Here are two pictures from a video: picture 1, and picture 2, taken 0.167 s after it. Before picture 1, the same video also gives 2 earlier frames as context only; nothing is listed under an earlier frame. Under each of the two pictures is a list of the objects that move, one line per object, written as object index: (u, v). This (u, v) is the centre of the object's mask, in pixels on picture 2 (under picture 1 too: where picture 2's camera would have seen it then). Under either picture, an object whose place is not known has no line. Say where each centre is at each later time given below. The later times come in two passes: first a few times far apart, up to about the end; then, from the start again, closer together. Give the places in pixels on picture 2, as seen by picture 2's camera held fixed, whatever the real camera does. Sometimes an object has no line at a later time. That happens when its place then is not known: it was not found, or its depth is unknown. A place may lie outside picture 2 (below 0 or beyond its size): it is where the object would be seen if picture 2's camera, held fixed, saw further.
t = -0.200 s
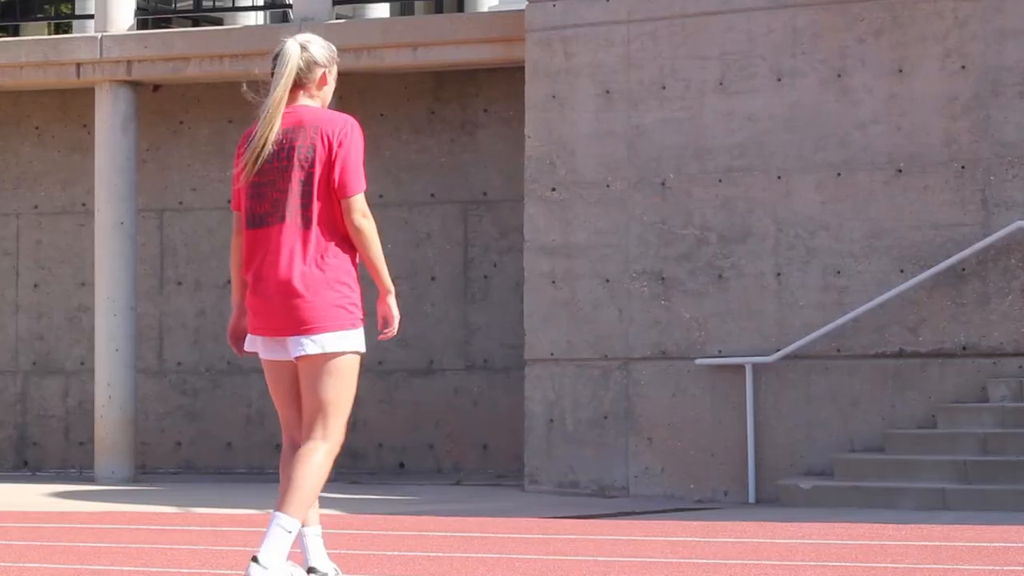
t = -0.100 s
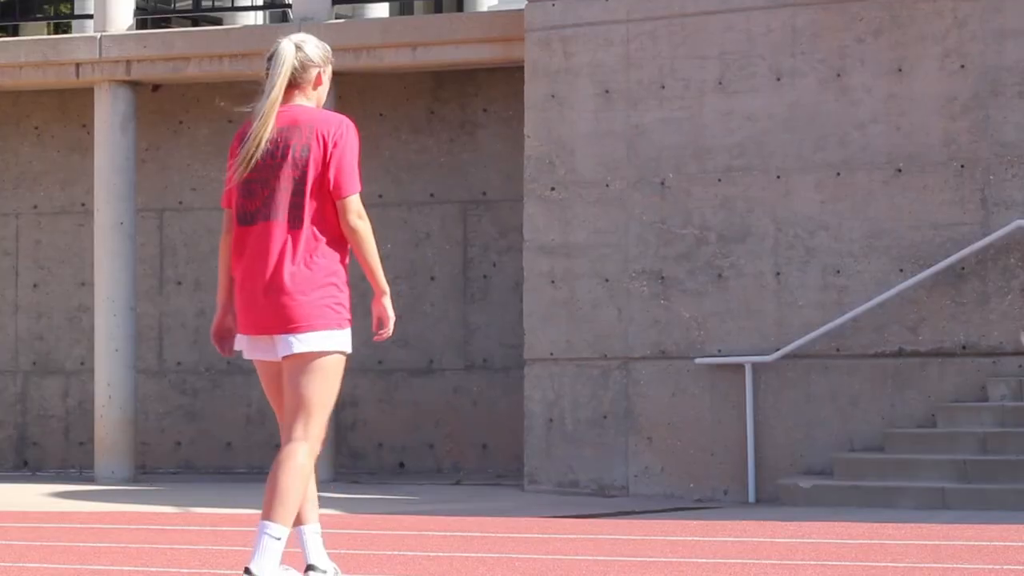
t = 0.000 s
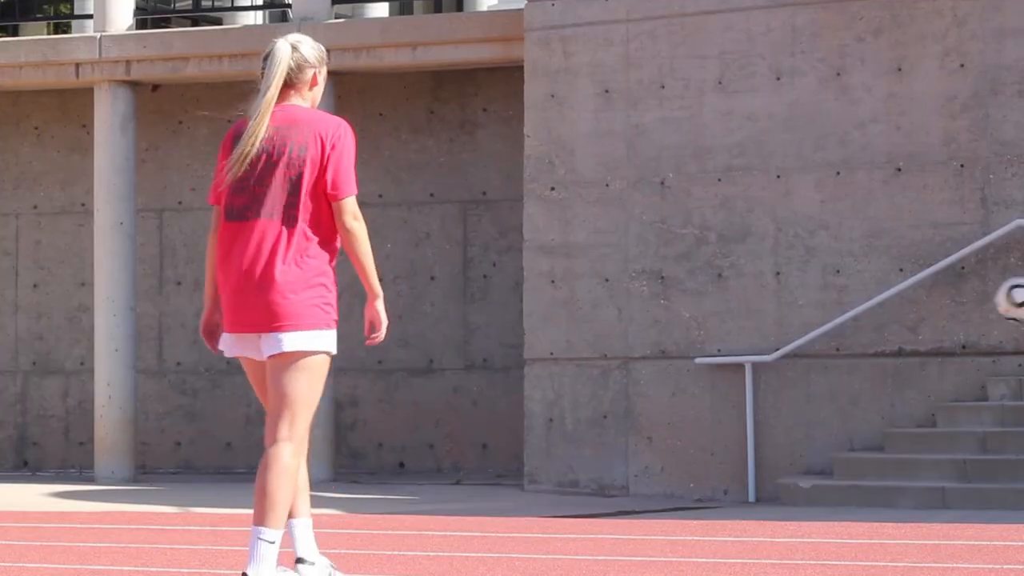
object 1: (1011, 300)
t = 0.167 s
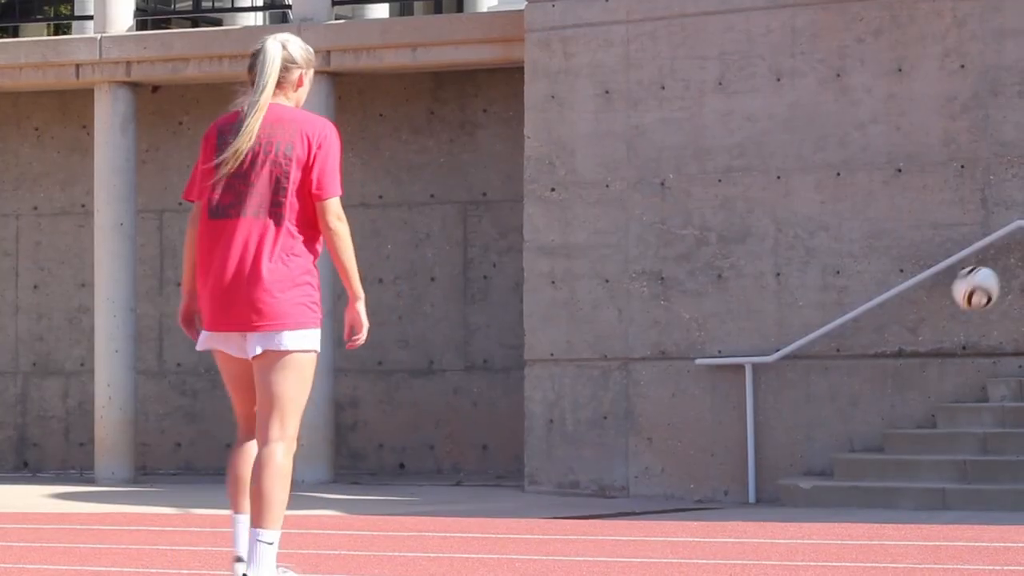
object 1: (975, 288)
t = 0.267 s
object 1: (949, 306)
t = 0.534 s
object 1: (876, 469)
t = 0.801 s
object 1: (812, 346)
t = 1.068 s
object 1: (749, 293)
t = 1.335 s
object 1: (686, 400)
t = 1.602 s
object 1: (617, 413)
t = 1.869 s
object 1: (542, 349)
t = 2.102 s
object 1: (473, 433)
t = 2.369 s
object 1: (395, 426)
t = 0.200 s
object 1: (968, 292)
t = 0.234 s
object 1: (958, 297)
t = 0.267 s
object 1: (949, 306)
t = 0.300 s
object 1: (941, 317)
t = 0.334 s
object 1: (931, 331)
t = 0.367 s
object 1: (923, 347)
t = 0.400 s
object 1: (914, 366)
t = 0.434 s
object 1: (904, 388)
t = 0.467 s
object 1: (896, 412)
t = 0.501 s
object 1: (887, 439)
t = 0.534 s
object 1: (876, 469)
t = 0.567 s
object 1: (867, 497)
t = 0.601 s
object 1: (857, 482)
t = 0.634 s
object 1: (850, 453)
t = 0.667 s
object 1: (842, 428)
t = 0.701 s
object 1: (835, 404)
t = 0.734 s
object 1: (827, 382)
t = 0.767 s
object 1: (820, 364)
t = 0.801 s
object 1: (812, 346)
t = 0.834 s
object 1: (804, 331)
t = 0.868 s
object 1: (796, 318)
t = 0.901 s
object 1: (788, 307)
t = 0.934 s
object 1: (781, 300)
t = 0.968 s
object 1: (773, 294)
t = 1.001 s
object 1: (765, 291)
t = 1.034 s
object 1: (757, 291)
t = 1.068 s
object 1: (749, 293)
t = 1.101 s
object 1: (741, 298)
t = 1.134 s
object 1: (733, 305)
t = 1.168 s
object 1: (725, 314)
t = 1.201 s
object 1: (717, 326)
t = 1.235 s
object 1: (710, 341)
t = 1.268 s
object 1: (702, 358)
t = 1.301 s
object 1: (694, 377)
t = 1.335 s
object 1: (686, 400)
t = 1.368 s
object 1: (678, 426)
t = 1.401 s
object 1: (670, 454)
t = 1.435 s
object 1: (663, 483)
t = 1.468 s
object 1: (655, 499)
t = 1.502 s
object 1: (645, 475)
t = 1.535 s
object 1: (636, 452)
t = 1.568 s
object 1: (626, 431)
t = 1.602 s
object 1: (617, 413)
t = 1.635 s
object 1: (609, 396)
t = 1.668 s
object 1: (600, 383)
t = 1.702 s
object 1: (591, 371)
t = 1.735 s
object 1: (580, 361)
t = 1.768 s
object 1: (571, 354)
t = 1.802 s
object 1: (561, 349)
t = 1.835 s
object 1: (552, 348)
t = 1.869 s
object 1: (542, 349)
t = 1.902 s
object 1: (532, 353)
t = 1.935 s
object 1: (522, 359)
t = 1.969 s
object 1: (512, 368)
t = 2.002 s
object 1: (503, 380)
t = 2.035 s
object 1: (493, 395)
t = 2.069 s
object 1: (483, 412)
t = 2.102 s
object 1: (473, 433)
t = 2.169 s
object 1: (453, 481)
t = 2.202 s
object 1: (444, 505)
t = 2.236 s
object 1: (434, 496)
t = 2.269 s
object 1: (425, 477)
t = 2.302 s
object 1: (415, 457)
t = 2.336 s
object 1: (405, 440)
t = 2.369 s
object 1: (395, 426)
